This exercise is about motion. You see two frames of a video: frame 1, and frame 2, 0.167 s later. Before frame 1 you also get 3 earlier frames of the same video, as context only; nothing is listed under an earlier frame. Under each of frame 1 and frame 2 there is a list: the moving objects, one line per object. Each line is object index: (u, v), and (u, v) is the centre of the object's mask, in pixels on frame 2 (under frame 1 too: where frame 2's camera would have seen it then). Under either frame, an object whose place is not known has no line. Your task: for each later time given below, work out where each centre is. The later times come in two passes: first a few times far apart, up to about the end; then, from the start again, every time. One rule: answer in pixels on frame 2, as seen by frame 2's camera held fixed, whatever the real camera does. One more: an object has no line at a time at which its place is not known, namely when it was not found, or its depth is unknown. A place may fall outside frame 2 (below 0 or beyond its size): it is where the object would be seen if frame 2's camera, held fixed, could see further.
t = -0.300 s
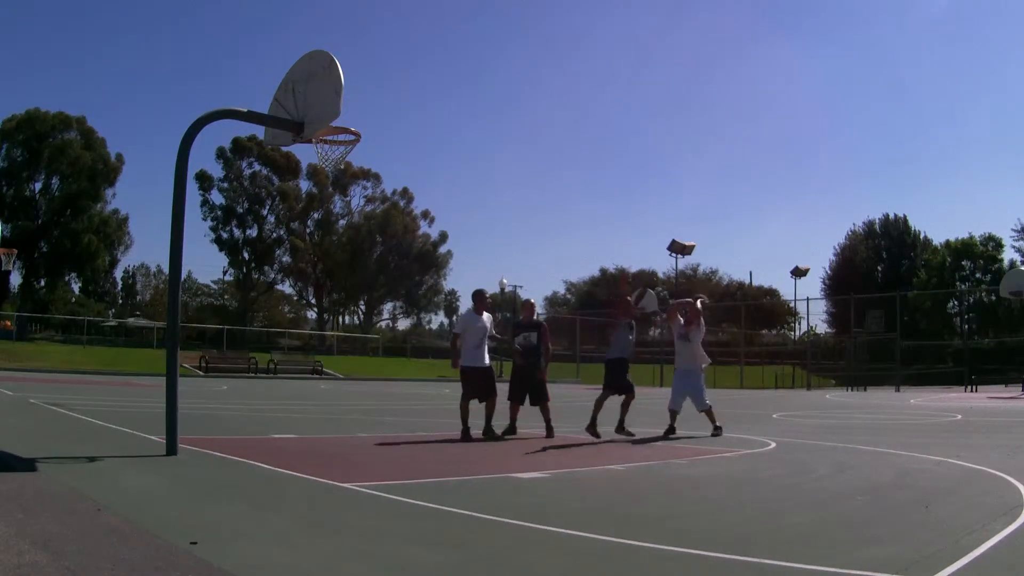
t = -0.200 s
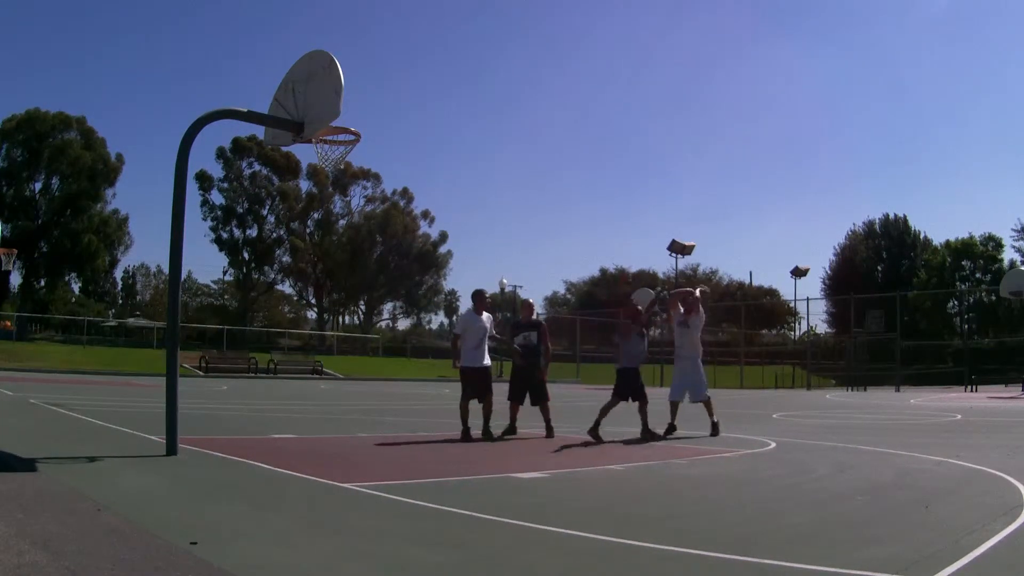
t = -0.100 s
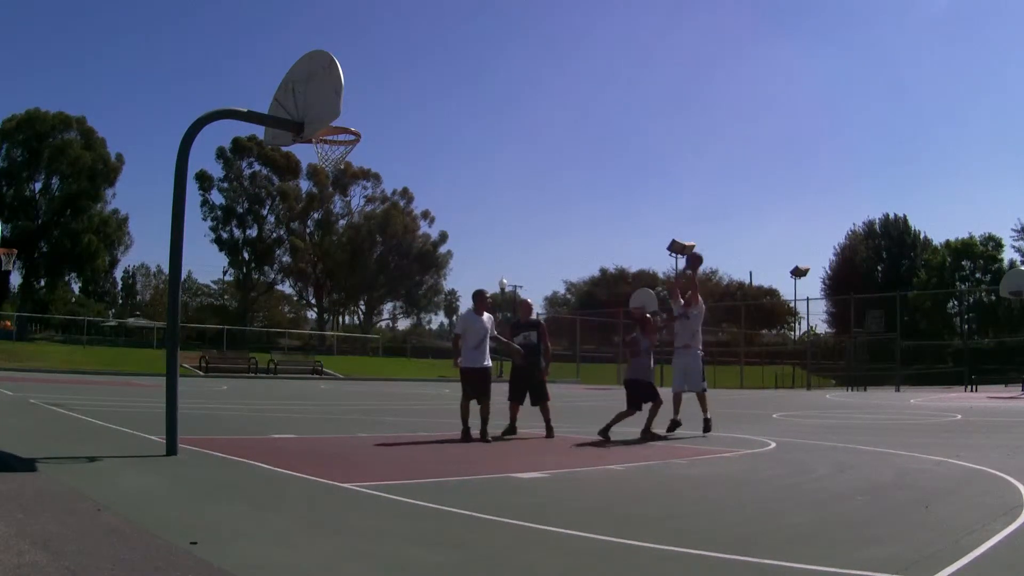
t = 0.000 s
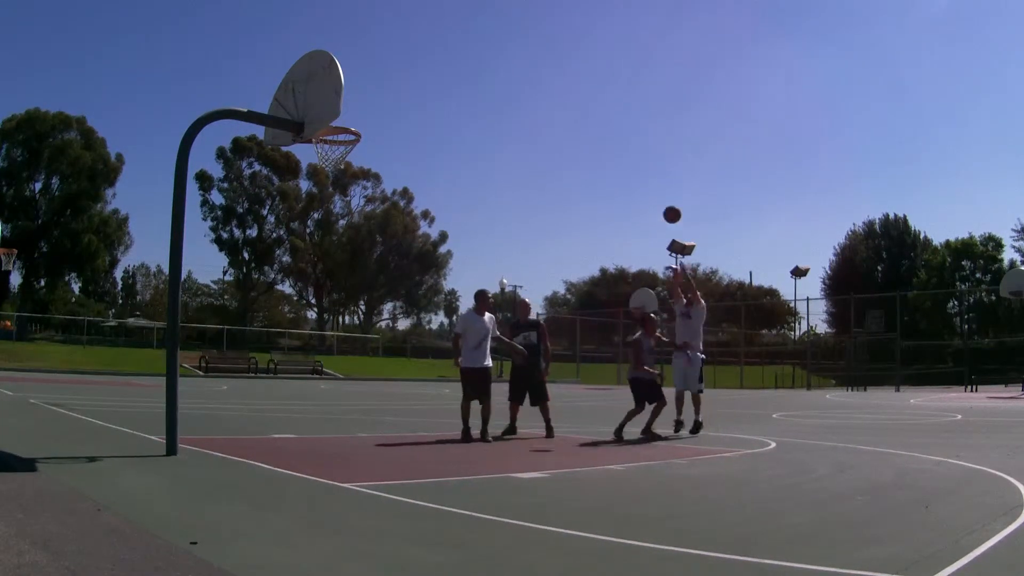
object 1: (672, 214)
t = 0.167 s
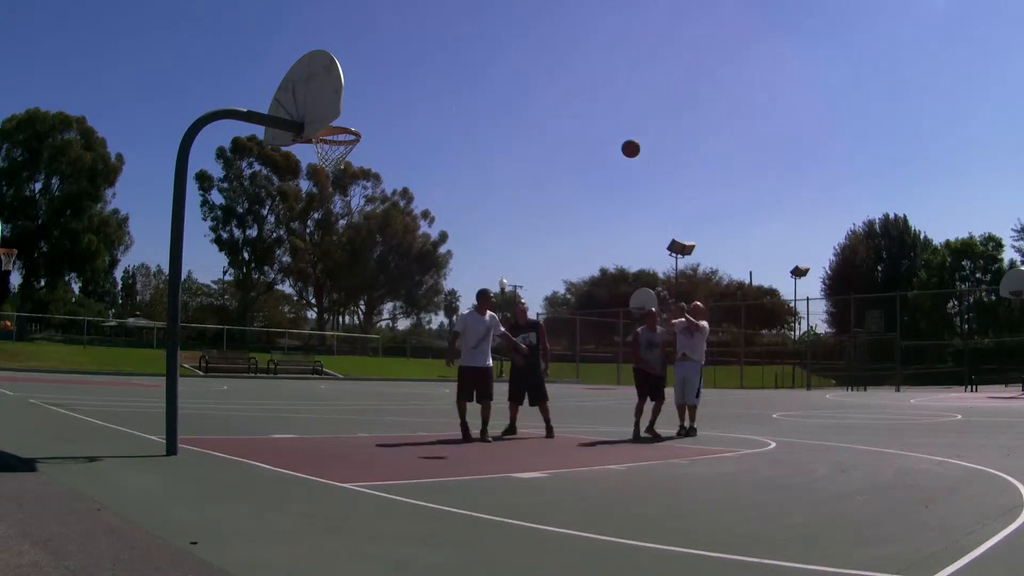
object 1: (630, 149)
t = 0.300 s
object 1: (595, 108)
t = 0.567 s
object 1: (515, 64)
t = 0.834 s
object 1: (420, 78)
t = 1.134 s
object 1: (344, 60)
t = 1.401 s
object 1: (394, 31)
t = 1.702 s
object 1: (449, 79)
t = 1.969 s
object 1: (498, 202)
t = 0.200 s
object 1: (622, 137)
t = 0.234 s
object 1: (613, 127)
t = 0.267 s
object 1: (604, 117)
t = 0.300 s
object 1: (595, 108)
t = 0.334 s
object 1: (585, 100)
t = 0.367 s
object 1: (576, 93)
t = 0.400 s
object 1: (566, 86)
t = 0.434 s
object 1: (556, 80)
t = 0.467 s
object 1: (546, 75)
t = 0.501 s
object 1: (536, 70)
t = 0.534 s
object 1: (525, 67)
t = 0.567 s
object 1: (515, 64)
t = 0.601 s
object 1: (504, 62)
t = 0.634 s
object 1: (492, 61)
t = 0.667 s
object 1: (481, 61)
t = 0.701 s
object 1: (470, 62)
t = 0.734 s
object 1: (458, 64)
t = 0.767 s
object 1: (445, 68)
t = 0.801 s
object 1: (433, 72)
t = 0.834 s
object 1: (420, 78)
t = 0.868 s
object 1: (406, 84)
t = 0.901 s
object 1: (392, 92)
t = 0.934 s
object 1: (378, 102)
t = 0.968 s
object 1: (363, 113)
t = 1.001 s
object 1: (353, 117)
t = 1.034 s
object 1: (351, 102)
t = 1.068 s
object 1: (350, 87)
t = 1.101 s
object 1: (347, 72)
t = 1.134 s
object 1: (344, 60)
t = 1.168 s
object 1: (348, 54)
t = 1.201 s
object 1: (355, 47)
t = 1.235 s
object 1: (362, 41)
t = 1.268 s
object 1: (368, 37)
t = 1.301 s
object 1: (375, 34)
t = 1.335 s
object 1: (381, 32)
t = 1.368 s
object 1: (388, 31)
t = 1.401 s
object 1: (394, 31)
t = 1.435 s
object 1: (400, 32)
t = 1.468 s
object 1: (406, 34)
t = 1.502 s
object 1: (412, 37)
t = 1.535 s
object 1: (419, 41)
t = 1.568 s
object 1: (424, 46)
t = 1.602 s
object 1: (431, 53)
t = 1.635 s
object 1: (436, 60)
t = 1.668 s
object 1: (443, 69)
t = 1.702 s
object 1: (449, 79)
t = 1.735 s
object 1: (455, 90)
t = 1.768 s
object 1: (461, 102)
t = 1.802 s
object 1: (467, 115)
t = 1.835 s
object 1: (473, 130)
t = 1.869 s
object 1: (479, 146)
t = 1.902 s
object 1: (485, 164)
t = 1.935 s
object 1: (492, 182)
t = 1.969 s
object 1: (498, 202)
